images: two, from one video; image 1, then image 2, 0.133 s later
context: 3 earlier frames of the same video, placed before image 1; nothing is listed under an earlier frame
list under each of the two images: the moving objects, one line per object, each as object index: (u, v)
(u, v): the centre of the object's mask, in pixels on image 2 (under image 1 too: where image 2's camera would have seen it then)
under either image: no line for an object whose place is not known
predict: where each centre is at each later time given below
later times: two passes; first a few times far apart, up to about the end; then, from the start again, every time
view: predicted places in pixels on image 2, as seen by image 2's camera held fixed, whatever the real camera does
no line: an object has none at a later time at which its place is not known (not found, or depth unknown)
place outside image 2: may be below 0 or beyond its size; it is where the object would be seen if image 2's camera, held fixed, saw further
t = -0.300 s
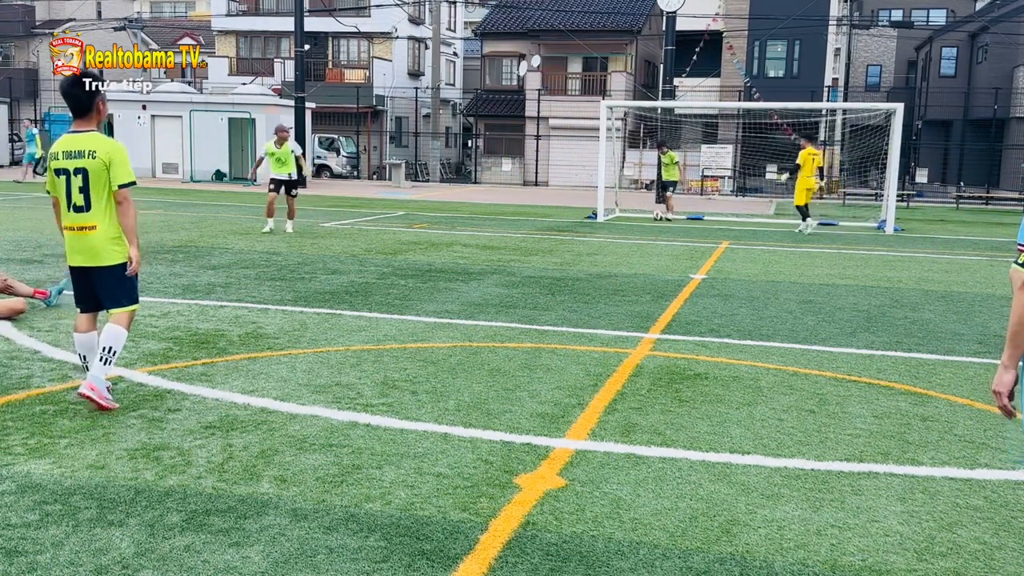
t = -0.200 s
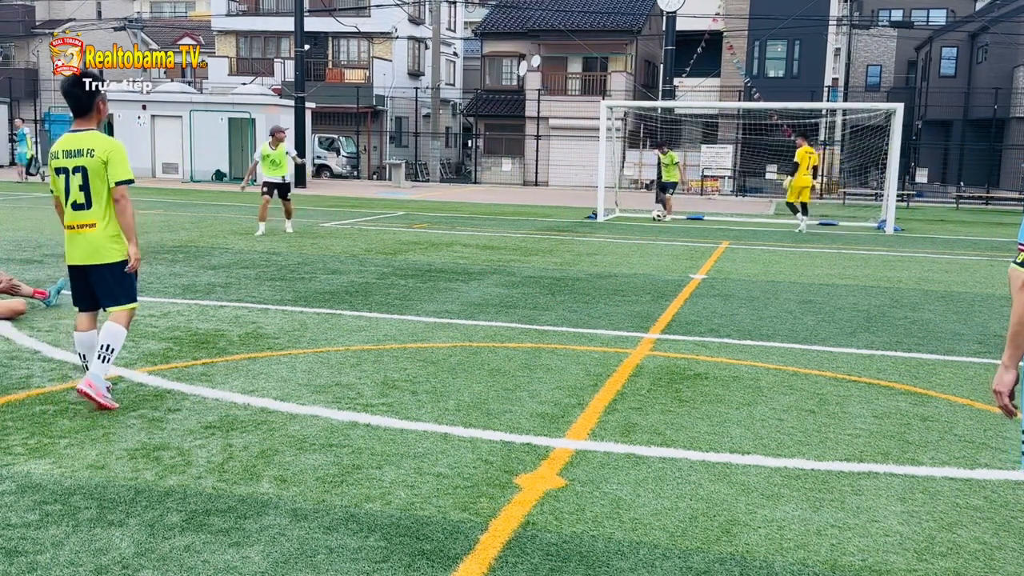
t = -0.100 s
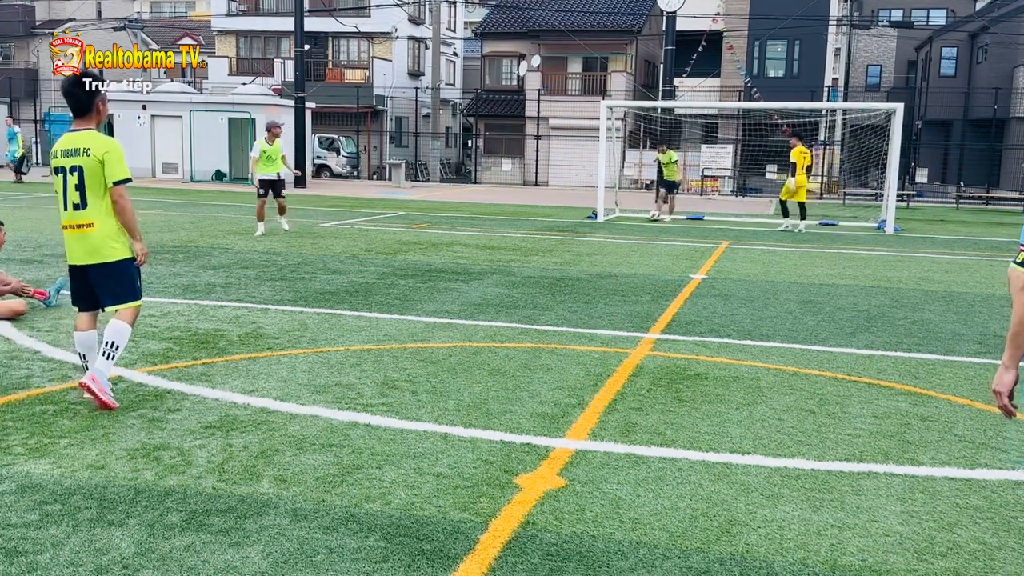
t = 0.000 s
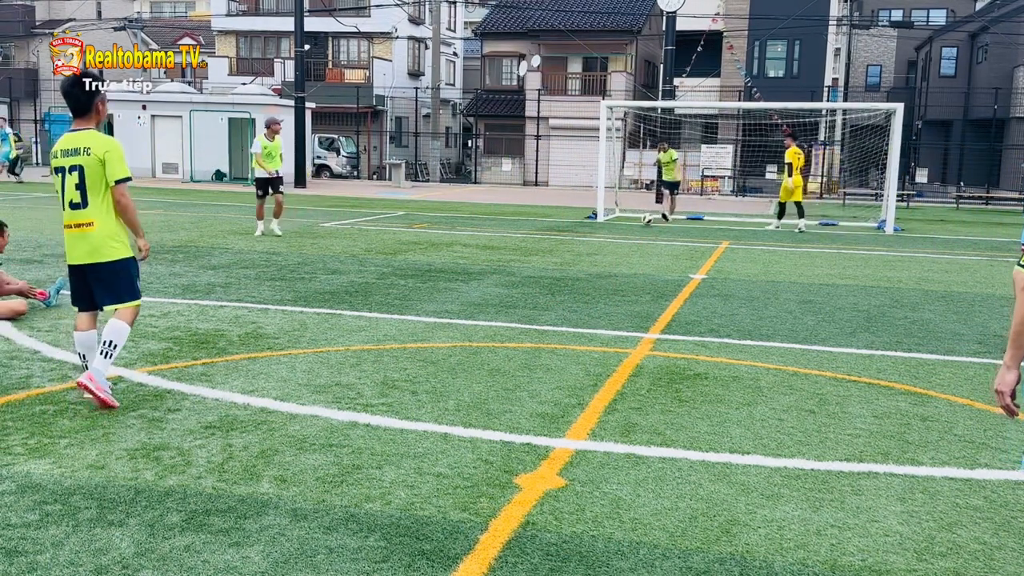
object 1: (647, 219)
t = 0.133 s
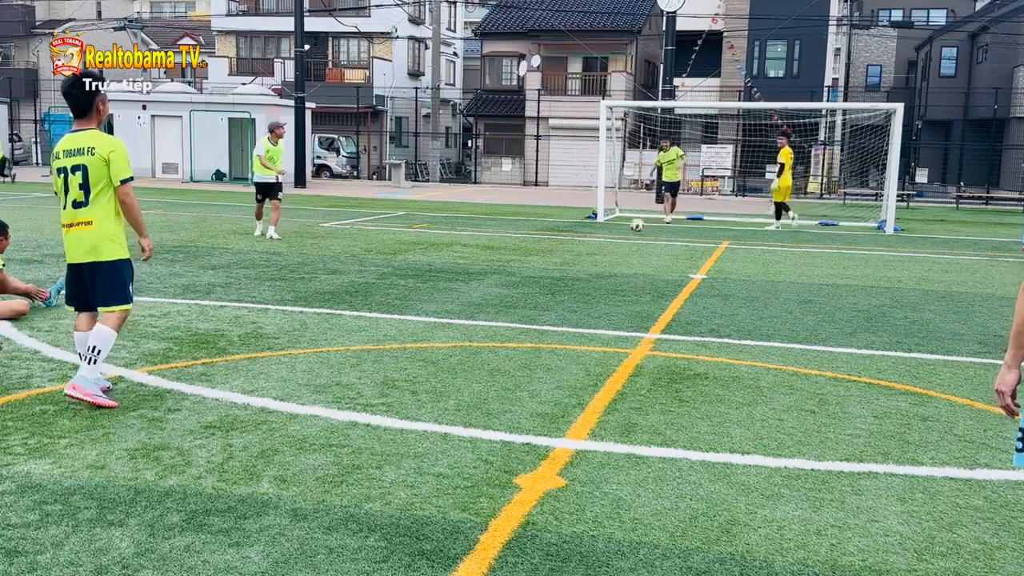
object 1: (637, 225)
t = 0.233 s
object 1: (628, 231)
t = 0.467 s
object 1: (608, 250)
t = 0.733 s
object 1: (578, 267)
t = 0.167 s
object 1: (633, 230)
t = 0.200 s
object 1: (632, 231)
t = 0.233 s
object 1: (628, 231)
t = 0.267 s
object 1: (626, 233)
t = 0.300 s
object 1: (622, 238)
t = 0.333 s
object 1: (620, 241)
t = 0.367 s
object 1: (616, 241)
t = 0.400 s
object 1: (614, 242)
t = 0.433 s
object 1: (610, 247)
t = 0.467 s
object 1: (608, 250)
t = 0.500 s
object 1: (605, 250)
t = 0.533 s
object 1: (602, 251)
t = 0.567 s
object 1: (597, 258)
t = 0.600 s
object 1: (594, 260)
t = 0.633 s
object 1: (590, 261)
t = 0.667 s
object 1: (586, 264)
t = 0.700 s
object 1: (581, 267)
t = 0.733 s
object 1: (578, 267)
